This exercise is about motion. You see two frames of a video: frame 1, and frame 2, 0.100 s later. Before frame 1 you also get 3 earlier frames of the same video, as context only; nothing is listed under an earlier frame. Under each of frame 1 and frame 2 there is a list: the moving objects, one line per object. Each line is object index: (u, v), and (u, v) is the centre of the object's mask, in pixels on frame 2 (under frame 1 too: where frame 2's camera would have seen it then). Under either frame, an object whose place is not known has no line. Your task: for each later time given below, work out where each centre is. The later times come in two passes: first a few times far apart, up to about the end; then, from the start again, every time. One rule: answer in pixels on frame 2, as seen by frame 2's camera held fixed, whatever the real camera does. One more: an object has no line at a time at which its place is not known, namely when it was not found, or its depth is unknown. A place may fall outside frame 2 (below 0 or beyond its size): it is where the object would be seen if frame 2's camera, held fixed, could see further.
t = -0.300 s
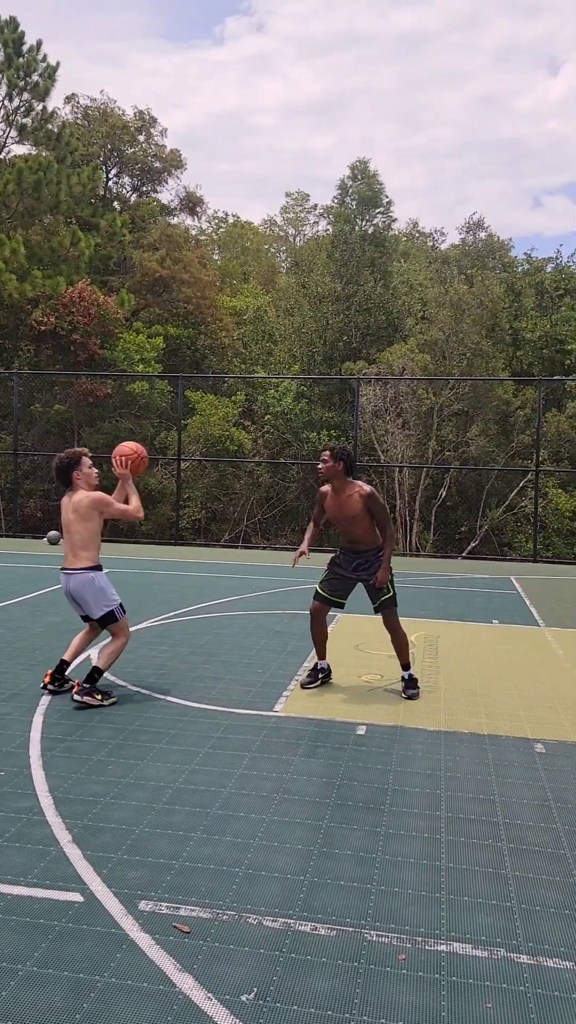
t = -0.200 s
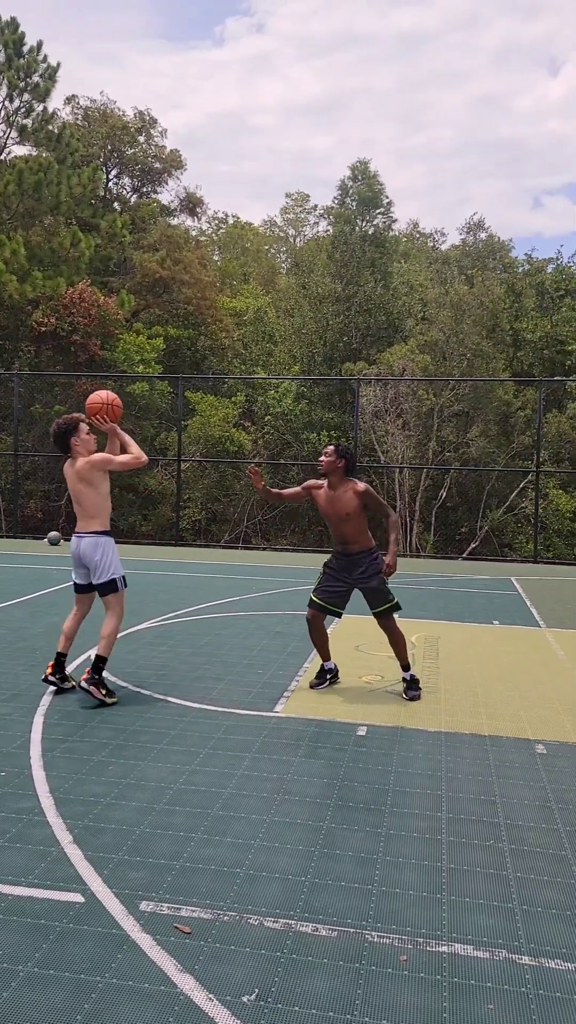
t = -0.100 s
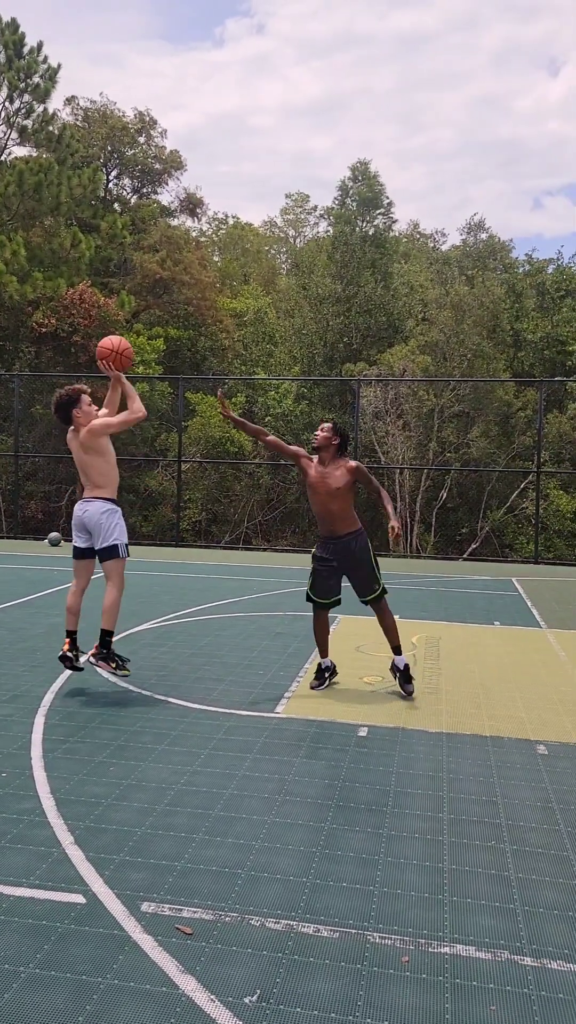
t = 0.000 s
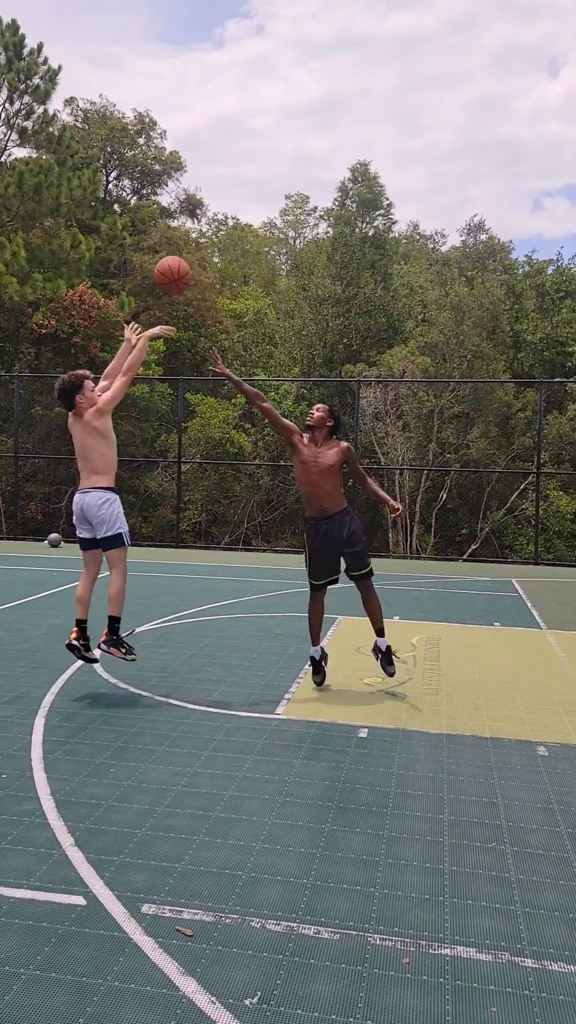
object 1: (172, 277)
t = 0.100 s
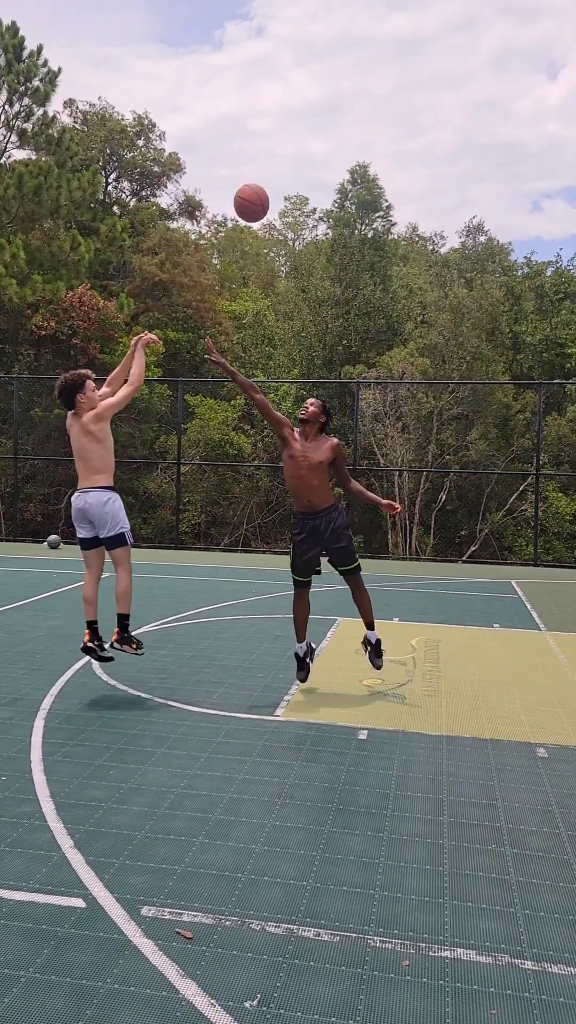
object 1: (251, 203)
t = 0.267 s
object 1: (379, 111)
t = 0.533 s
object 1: (574, 52)
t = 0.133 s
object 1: (277, 182)
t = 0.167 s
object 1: (303, 161)
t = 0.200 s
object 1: (329, 143)
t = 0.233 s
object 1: (354, 126)
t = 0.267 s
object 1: (379, 111)
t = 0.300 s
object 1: (404, 98)
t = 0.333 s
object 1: (429, 86)
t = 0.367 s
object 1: (453, 76)
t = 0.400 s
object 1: (478, 68)
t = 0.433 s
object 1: (503, 61)
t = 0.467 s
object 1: (527, 57)
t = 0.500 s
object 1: (551, 54)
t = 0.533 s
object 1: (574, 52)
